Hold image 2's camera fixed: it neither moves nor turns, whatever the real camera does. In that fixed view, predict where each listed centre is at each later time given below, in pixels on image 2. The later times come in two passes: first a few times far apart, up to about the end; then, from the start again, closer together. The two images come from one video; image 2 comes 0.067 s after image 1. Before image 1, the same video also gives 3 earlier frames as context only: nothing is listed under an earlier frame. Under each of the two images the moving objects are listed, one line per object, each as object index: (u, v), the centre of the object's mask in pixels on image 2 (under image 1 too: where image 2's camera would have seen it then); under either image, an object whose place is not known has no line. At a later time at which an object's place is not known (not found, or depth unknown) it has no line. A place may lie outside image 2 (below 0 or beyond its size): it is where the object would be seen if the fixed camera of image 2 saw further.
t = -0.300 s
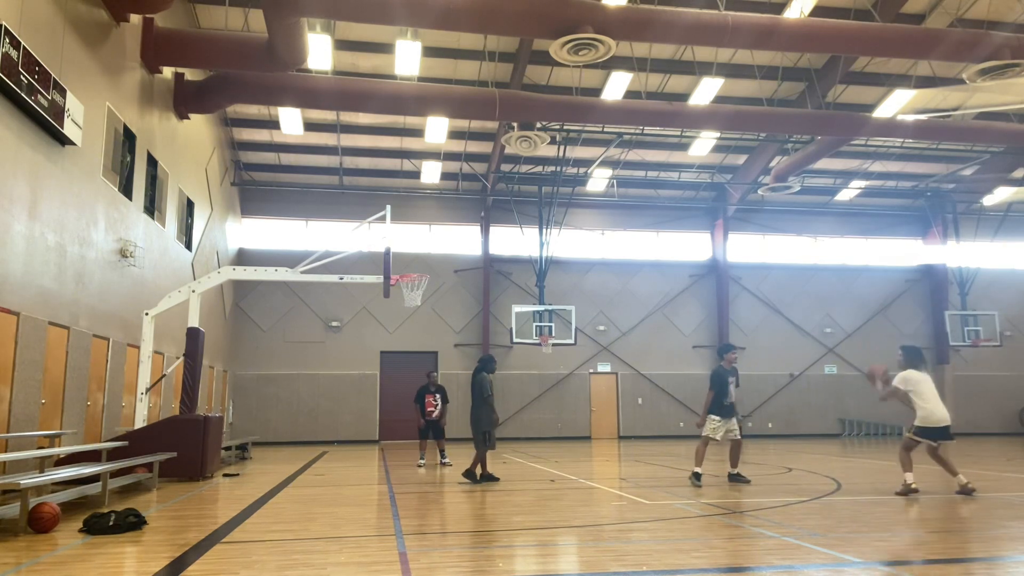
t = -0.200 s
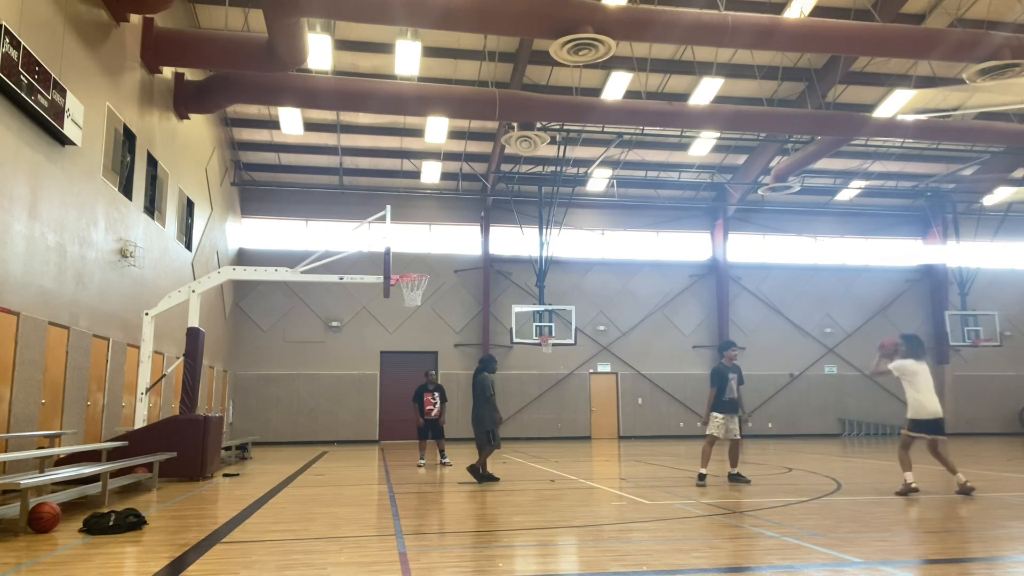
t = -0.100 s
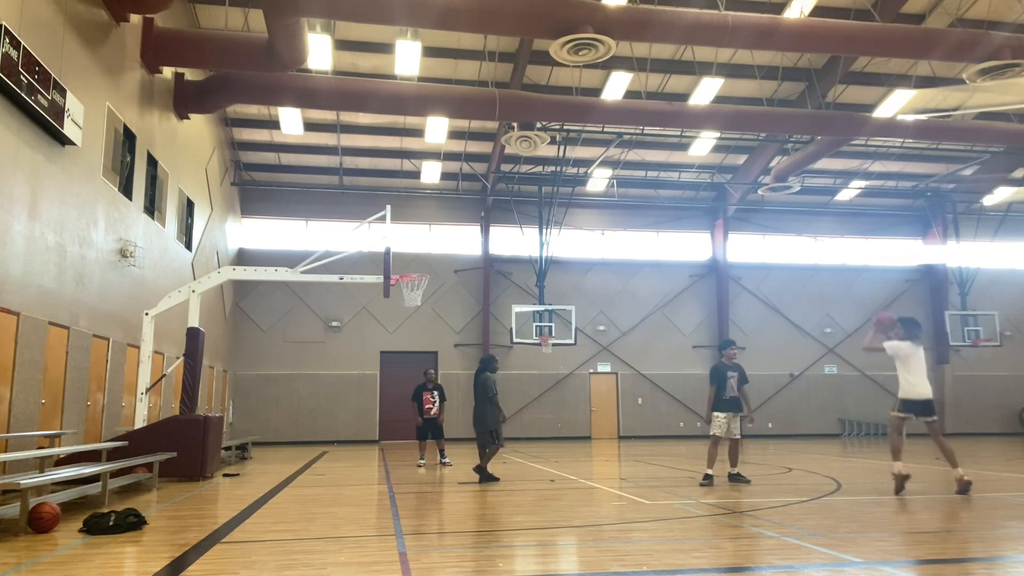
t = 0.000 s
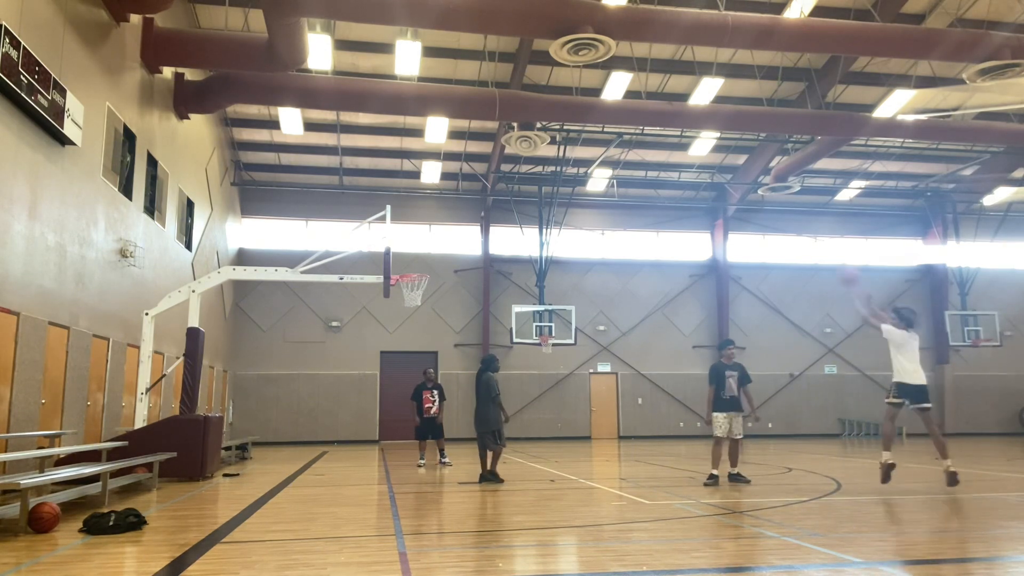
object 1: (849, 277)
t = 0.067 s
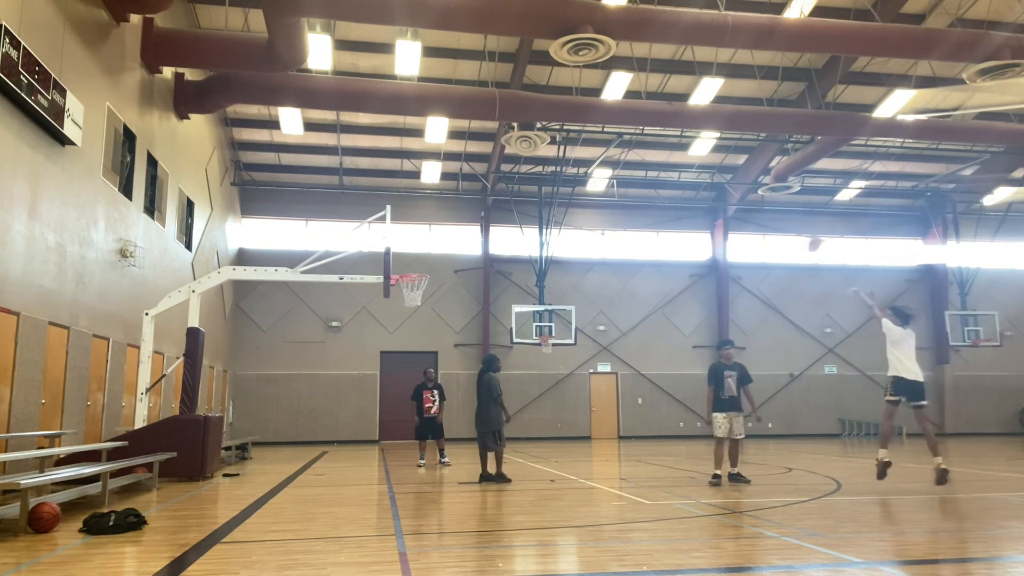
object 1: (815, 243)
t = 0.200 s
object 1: (749, 196)
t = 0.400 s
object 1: (668, 157)
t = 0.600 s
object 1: (597, 146)
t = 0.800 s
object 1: (533, 162)
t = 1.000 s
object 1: (478, 199)
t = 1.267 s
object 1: (411, 282)
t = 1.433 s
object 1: (408, 307)
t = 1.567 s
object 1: (408, 333)
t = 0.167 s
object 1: (766, 205)
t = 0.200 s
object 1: (749, 196)
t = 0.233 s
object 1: (735, 190)
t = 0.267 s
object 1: (721, 179)
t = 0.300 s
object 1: (708, 171)
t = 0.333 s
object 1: (693, 167)
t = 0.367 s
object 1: (682, 161)
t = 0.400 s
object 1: (668, 157)
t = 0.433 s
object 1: (655, 152)
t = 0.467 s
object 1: (642, 150)
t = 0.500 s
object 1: (631, 148)
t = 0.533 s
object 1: (619, 146)
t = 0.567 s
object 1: (607, 146)
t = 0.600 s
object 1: (597, 146)
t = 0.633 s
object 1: (585, 148)
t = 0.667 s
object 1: (574, 150)
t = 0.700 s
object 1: (565, 152)
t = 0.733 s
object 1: (554, 156)
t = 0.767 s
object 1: (545, 159)
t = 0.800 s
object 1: (533, 162)
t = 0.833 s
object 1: (524, 167)
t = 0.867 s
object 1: (513, 174)
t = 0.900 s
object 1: (504, 179)
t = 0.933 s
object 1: (496, 186)
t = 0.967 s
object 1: (486, 194)
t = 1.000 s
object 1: (478, 199)
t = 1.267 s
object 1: (411, 282)
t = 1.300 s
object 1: (407, 288)
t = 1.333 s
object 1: (407, 296)
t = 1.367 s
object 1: (407, 299)
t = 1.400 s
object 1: (407, 302)
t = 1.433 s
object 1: (408, 307)
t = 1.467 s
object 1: (408, 313)
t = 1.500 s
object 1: (408, 319)
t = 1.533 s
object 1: (408, 326)
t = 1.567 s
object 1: (408, 333)
